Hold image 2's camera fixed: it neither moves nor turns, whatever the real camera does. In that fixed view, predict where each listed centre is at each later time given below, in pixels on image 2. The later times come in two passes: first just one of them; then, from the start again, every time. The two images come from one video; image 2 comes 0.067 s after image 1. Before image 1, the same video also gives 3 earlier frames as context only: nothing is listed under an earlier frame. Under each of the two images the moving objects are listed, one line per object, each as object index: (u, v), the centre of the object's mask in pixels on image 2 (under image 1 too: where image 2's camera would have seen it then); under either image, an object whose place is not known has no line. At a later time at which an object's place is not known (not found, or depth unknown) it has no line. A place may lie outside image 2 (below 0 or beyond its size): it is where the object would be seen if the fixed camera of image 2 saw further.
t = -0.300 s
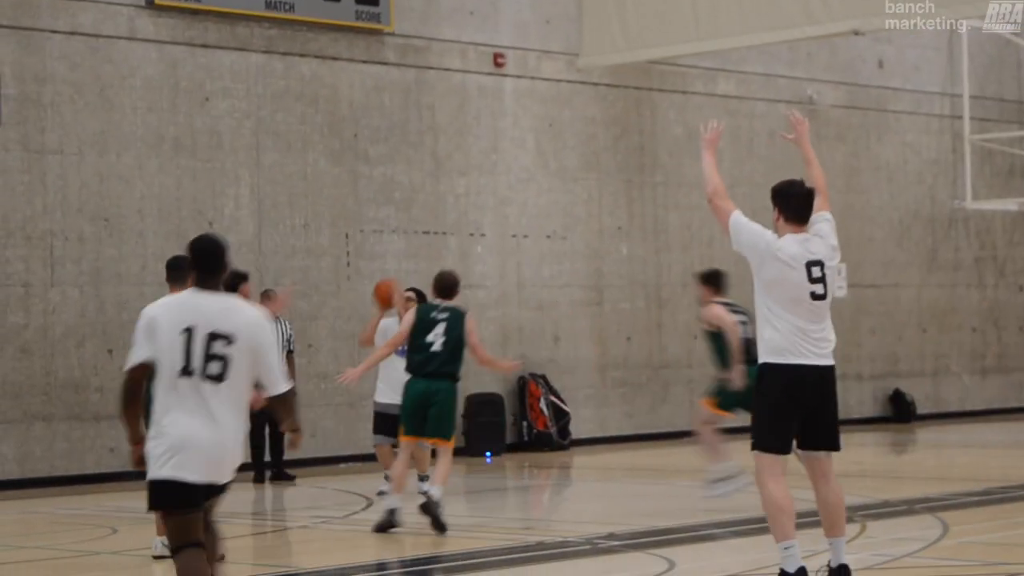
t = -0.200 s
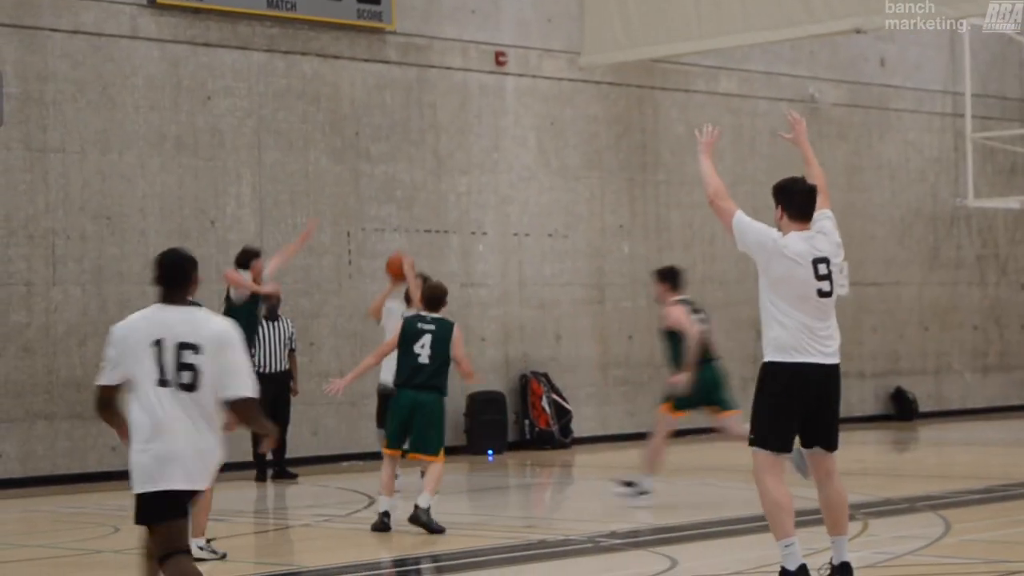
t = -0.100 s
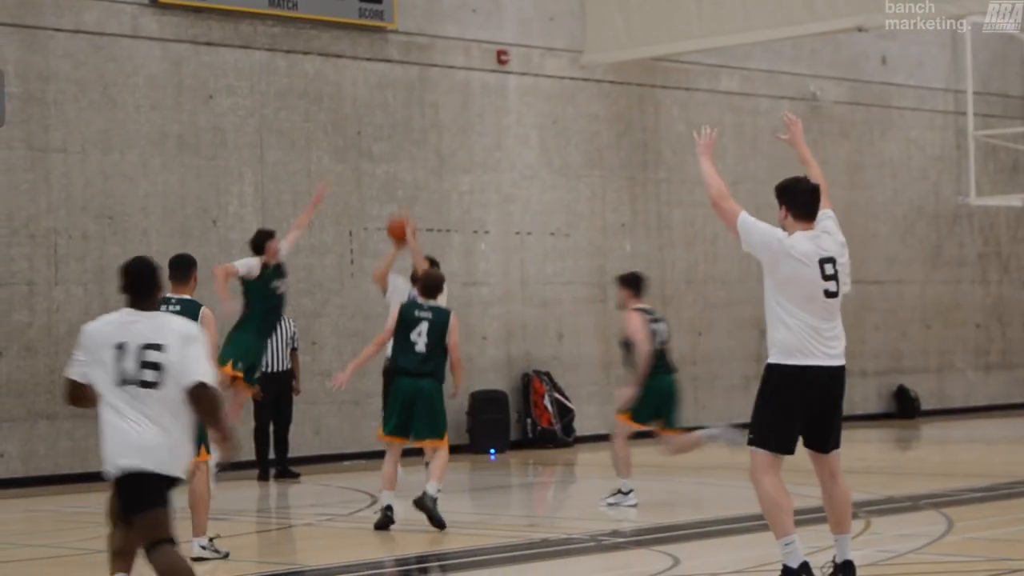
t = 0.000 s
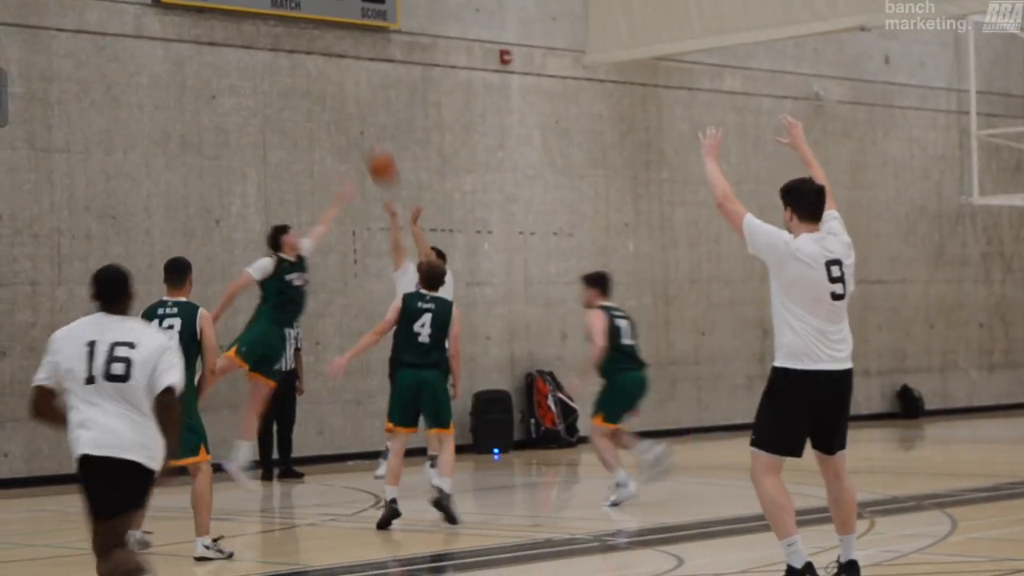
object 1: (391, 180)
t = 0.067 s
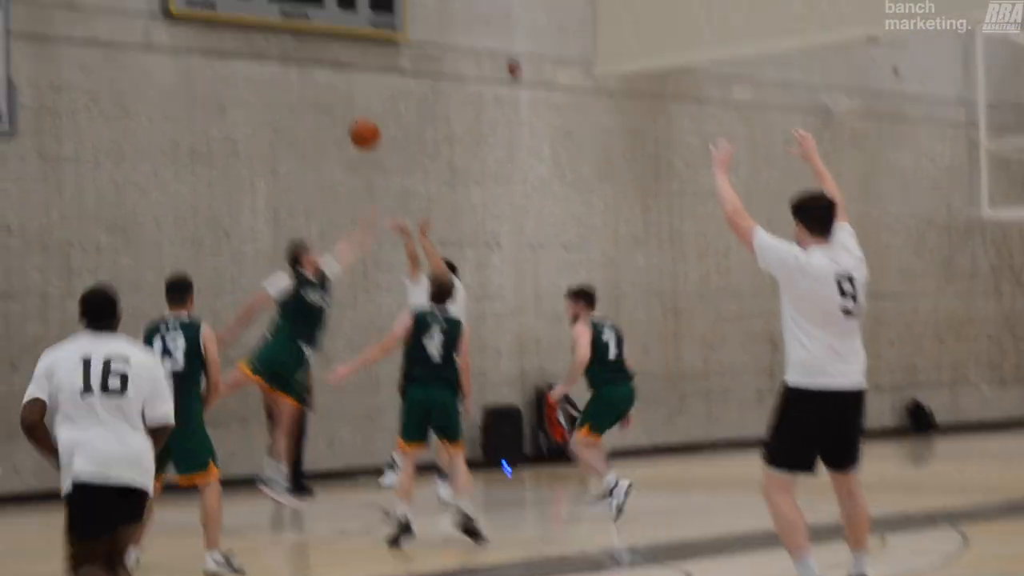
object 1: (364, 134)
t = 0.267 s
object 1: (284, 23)
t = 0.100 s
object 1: (351, 112)
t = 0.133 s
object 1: (338, 93)
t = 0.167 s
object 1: (324, 73)
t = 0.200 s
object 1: (311, 56)
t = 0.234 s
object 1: (297, 39)
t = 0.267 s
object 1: (284, 23)
